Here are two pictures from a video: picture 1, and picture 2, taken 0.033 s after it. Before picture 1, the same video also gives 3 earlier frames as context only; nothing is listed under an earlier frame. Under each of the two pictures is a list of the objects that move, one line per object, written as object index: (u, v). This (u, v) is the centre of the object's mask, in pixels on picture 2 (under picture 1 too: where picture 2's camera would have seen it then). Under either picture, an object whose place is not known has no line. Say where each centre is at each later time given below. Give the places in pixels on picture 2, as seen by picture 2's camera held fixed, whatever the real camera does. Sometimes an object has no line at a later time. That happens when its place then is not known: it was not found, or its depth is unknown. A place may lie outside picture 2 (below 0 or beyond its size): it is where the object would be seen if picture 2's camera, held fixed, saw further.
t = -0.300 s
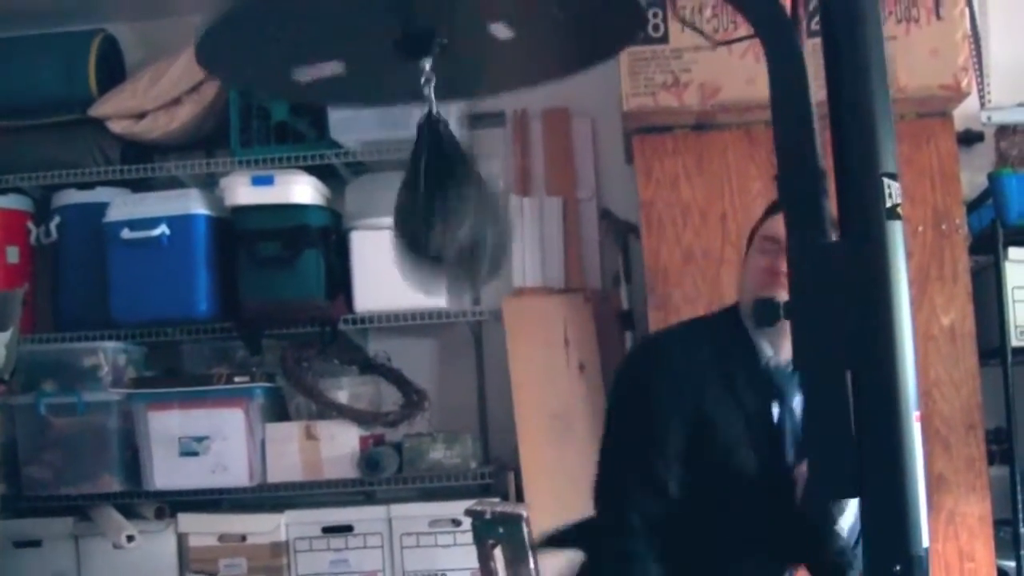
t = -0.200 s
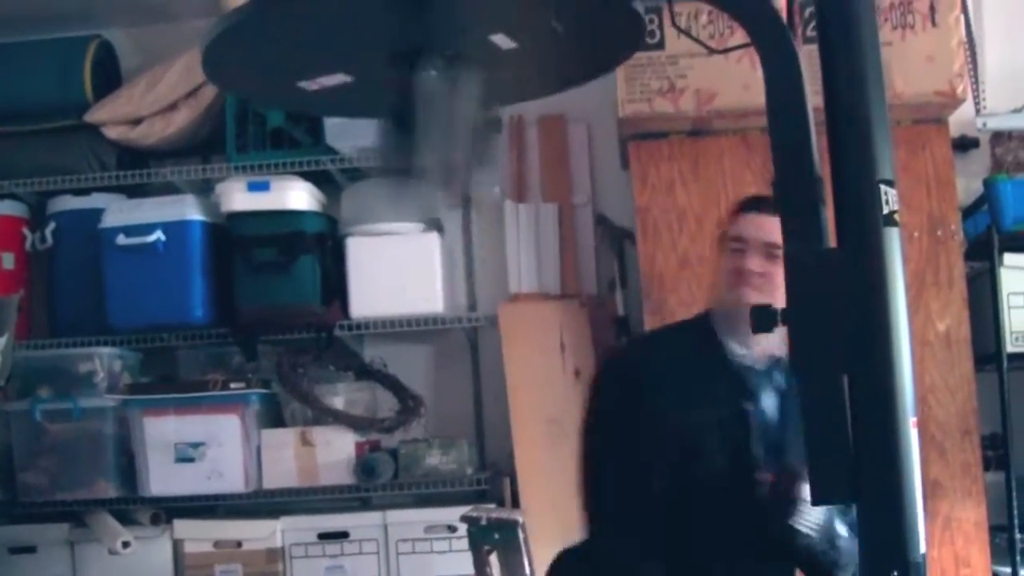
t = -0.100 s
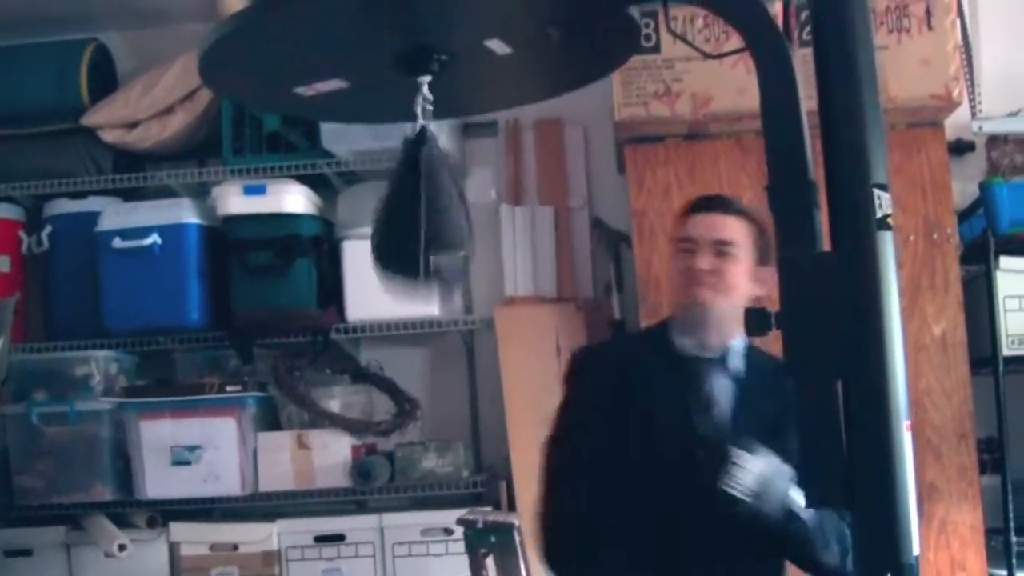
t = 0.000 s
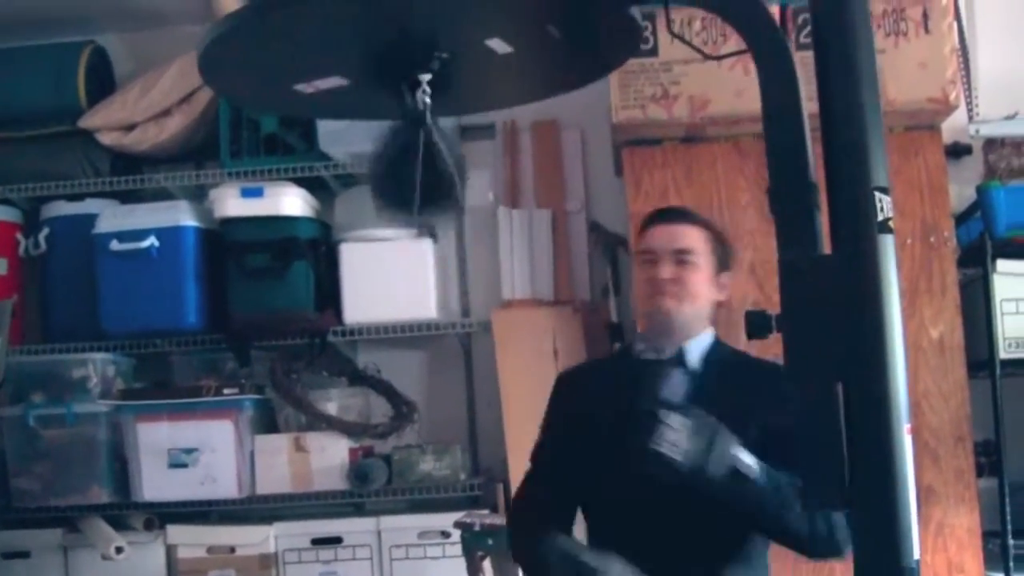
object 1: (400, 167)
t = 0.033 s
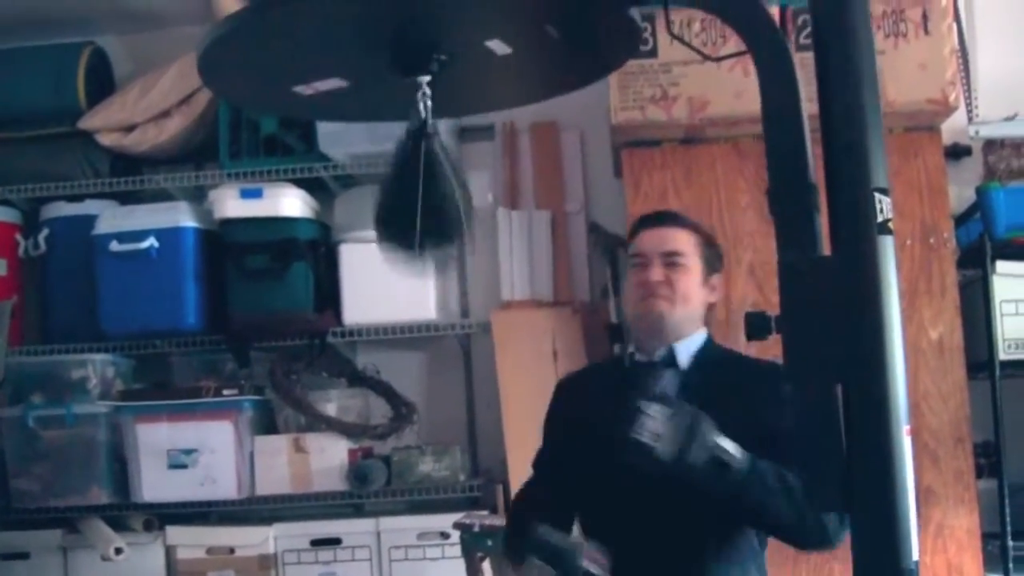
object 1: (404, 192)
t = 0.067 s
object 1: (405, 217)
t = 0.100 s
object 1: (407, 233)
